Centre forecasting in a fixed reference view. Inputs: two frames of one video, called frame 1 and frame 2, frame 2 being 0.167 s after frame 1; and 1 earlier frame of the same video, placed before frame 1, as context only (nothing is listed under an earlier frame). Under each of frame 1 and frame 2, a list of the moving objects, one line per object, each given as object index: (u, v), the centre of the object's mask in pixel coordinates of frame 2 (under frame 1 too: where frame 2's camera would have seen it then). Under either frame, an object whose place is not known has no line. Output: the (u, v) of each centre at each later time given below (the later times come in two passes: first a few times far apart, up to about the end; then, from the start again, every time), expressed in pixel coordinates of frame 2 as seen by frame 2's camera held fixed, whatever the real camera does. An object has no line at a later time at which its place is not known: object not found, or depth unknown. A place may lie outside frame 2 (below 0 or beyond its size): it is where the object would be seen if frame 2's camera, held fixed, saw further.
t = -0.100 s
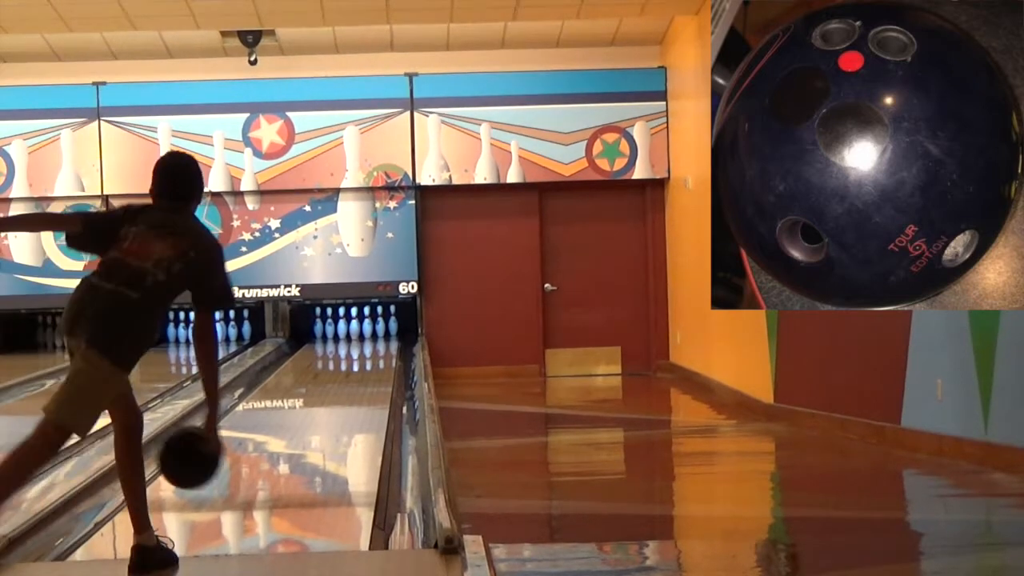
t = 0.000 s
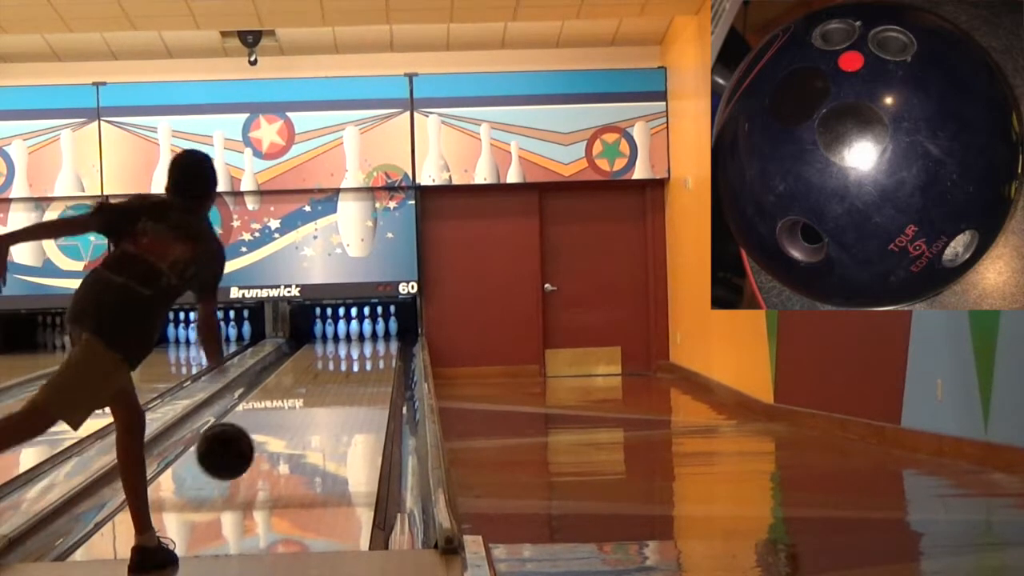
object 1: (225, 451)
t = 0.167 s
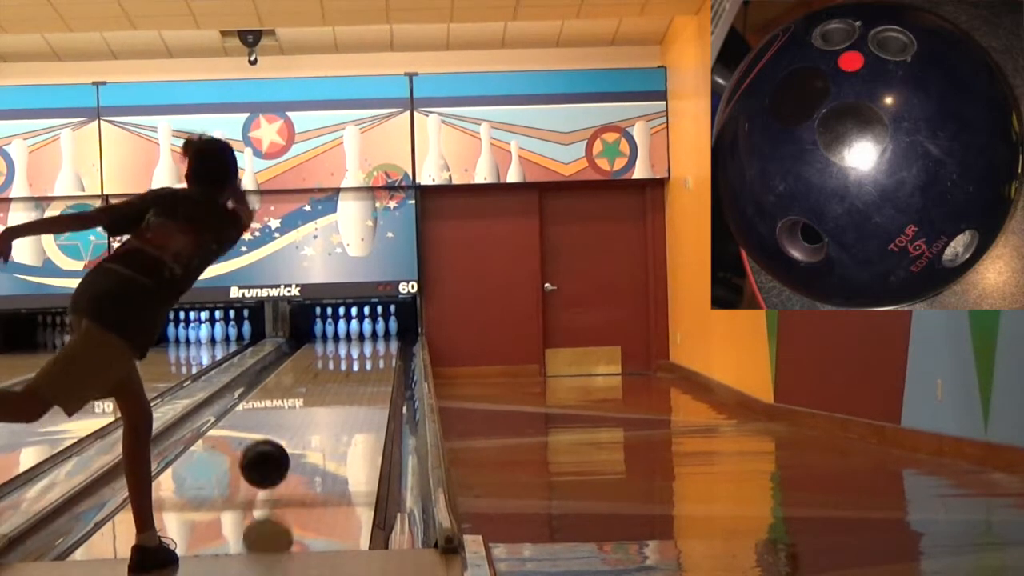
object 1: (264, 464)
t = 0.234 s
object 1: (277, 462)
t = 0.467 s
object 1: (312, 432)
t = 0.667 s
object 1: (334, 411)
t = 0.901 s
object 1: (353, 392)
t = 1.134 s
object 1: (367, 377)
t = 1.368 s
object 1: (377, 366)
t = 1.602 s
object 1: (383, 356)
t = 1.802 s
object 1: (386, 348)
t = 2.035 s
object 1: (384, 342)
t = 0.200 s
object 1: (271, 471)
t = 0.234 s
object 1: (277, 462)
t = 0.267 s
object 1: (283, 456)
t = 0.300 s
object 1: (288, 453)
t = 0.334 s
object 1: (293, 449)
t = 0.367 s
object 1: (298, 445)
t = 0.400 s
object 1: (303, 440)
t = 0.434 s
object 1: (307, 436)
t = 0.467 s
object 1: (312, 432)
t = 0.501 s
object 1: (316, 428)
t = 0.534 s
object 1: (320, 424)
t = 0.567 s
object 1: (323, 421)
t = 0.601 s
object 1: (327, 417)
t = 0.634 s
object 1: (330, 414)
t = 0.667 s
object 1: (334, 411)
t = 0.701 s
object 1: (337, 408)
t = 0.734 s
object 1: (340, 405)
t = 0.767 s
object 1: (343, 403)
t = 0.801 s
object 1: (345, 400)
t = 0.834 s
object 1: (348, 397)
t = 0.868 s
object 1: (351, 395)
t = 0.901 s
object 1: (353, 392)
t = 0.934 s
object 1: (355, 390)
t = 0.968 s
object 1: (358, 388)
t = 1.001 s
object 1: (360, 386)
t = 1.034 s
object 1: (362, 384)
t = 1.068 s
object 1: (364, 382)
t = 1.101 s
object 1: (365, 379)
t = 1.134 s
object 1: (367, 377)
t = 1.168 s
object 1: (369, 375)
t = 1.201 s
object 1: (370, 373)
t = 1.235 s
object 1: (372, 372)
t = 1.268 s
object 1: (373, 370)
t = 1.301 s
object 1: (375, 368)
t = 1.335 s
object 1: (376, 367)
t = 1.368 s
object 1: (377, 366)
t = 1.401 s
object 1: (378, 364)
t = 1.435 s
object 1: (379, 363)
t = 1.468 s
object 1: (380, 361)
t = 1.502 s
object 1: (381, 360)
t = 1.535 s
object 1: (382, 358)
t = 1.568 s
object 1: (383, 357)
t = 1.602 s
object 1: (383, 356)
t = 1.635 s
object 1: (384, 355)
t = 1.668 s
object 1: (385, 353)
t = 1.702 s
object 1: (385, 352)
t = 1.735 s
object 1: (385, 351)
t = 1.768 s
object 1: (385, 350)
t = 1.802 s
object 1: (386, 348)
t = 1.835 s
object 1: (386, 348)
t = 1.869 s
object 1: (386, 346)
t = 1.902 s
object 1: (386, 346)
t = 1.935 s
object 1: (385, 345)
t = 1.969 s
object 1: (385, 344)
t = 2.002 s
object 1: (384, 343)
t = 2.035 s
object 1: (384, 342)
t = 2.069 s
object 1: (383, 341)
